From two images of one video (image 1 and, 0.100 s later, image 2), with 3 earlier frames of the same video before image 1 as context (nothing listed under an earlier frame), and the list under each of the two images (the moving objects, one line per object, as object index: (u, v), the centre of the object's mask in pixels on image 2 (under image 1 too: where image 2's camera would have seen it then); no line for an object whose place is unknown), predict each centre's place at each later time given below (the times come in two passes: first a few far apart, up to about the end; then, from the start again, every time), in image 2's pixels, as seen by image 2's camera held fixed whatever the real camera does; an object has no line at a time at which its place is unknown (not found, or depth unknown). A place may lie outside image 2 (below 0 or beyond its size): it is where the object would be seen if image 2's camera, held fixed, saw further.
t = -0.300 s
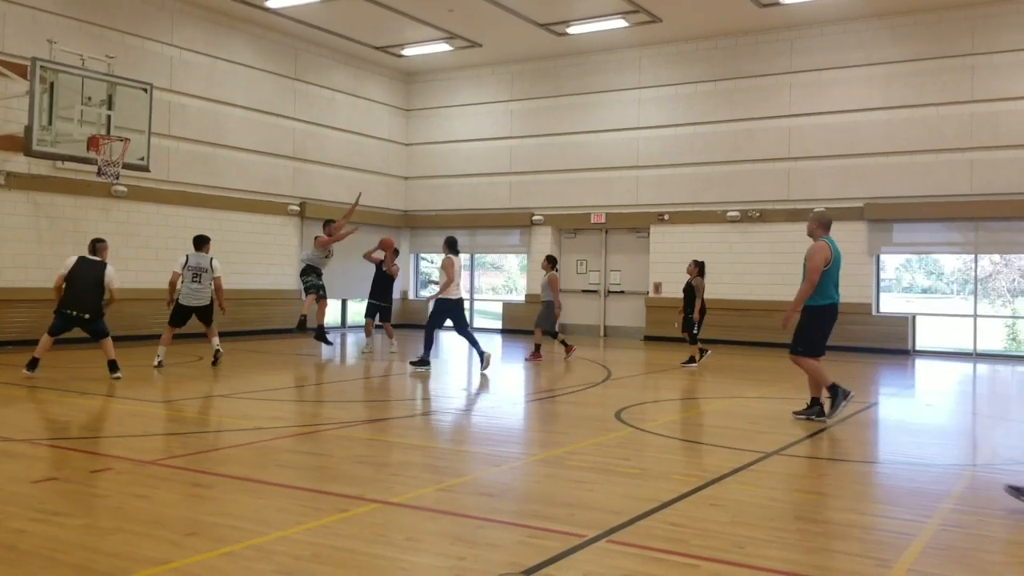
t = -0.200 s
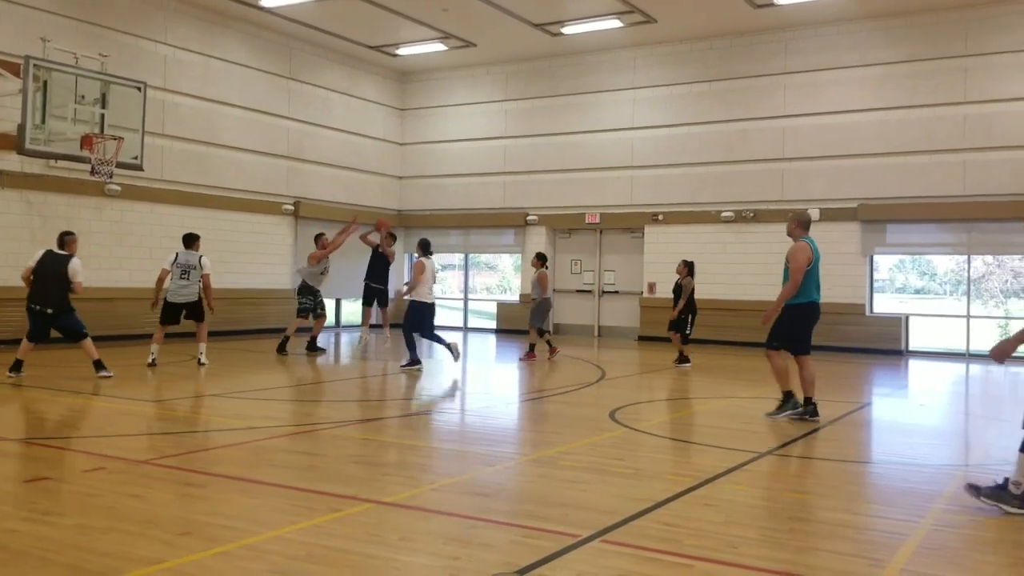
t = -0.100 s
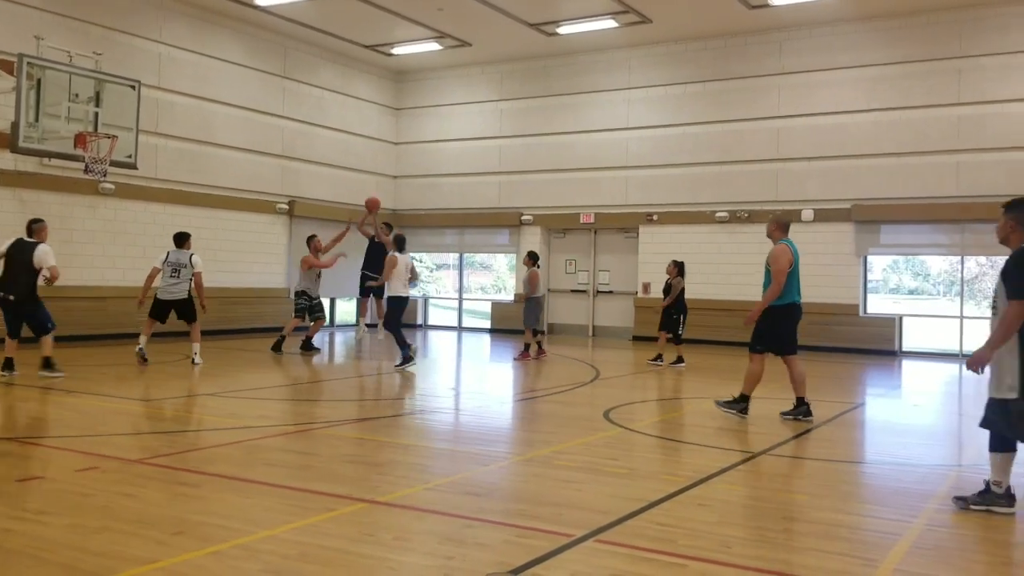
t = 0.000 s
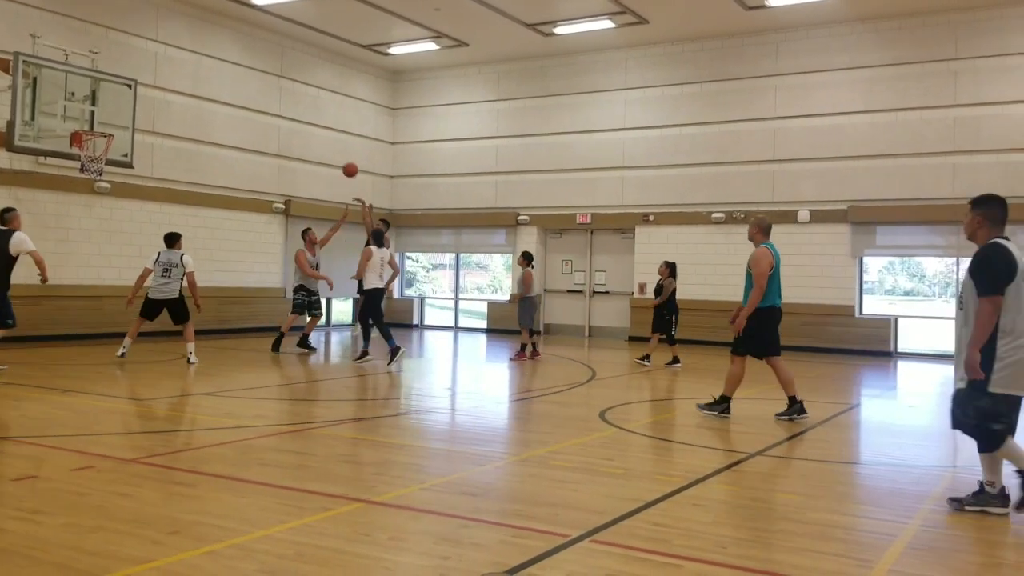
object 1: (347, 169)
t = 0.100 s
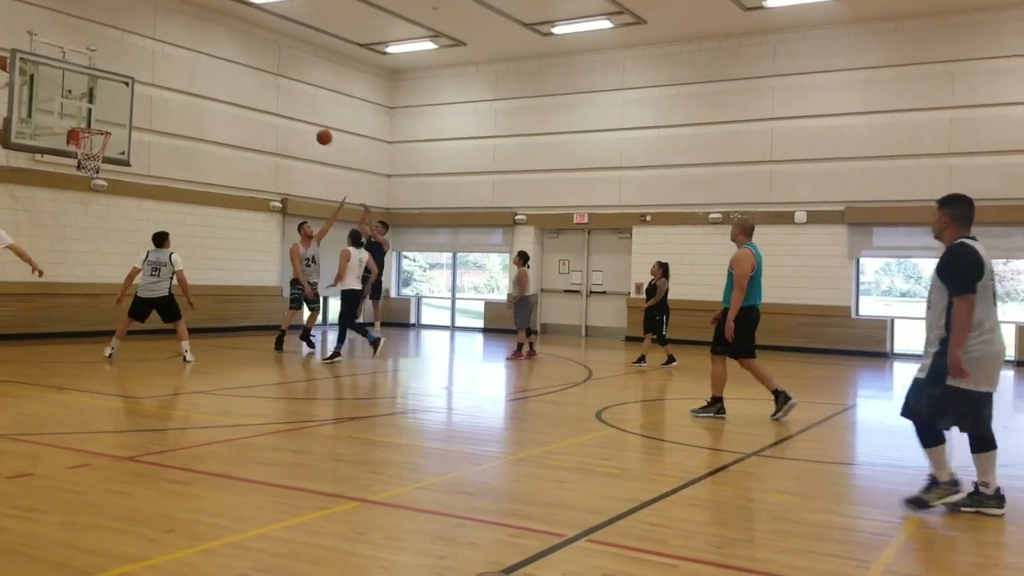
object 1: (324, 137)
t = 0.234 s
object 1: (291, 104)
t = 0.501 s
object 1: (223, 69)
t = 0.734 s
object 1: (158, 78)
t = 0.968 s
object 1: (89, 128)
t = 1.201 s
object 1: (87, 168)
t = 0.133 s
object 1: (316, 127)
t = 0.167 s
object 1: (308, 119)
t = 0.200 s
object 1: (299, 111)
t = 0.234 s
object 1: (291, 104)
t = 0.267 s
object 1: (283, 97)
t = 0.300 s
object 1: (275, 91)
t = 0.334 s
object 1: (266, 85)
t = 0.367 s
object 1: (258, 81)
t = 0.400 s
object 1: (249, 77)
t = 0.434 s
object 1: (240, 74)
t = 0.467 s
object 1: (231, 71)
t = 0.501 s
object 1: (223, 69)
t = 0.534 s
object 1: (214, 68)
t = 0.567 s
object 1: (205, 68)
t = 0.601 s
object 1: (196, 68)
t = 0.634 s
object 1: (187, 70)
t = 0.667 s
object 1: (177, 72)
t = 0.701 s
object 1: (168, 75)
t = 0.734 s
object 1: (158, 78)
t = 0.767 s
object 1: (149, 83)
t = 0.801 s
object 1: (139, 88)
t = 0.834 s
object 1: (130, 95)
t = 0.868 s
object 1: (120, 102)
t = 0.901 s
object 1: (109, 110)
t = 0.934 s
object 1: (100, 119)
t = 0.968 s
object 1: (89, 128)
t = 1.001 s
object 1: (85, 136)
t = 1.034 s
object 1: (81, 141)
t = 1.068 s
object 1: (79, 152)
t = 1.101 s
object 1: (76, 156)
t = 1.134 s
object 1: (81, 159)
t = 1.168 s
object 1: (84, 162)
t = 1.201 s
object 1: (87, 168)
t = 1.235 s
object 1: (92, 173)
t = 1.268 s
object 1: (95, 179)
